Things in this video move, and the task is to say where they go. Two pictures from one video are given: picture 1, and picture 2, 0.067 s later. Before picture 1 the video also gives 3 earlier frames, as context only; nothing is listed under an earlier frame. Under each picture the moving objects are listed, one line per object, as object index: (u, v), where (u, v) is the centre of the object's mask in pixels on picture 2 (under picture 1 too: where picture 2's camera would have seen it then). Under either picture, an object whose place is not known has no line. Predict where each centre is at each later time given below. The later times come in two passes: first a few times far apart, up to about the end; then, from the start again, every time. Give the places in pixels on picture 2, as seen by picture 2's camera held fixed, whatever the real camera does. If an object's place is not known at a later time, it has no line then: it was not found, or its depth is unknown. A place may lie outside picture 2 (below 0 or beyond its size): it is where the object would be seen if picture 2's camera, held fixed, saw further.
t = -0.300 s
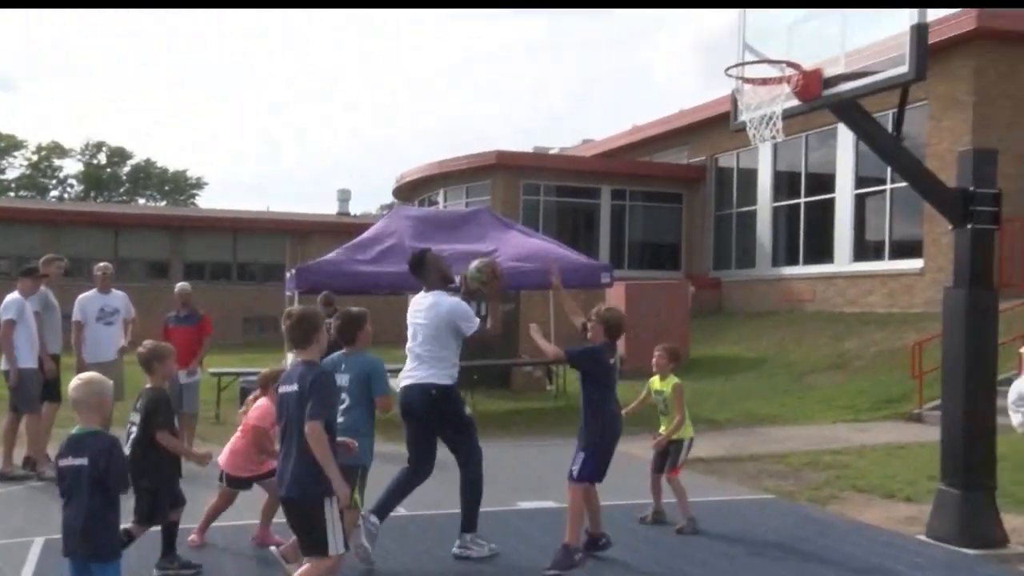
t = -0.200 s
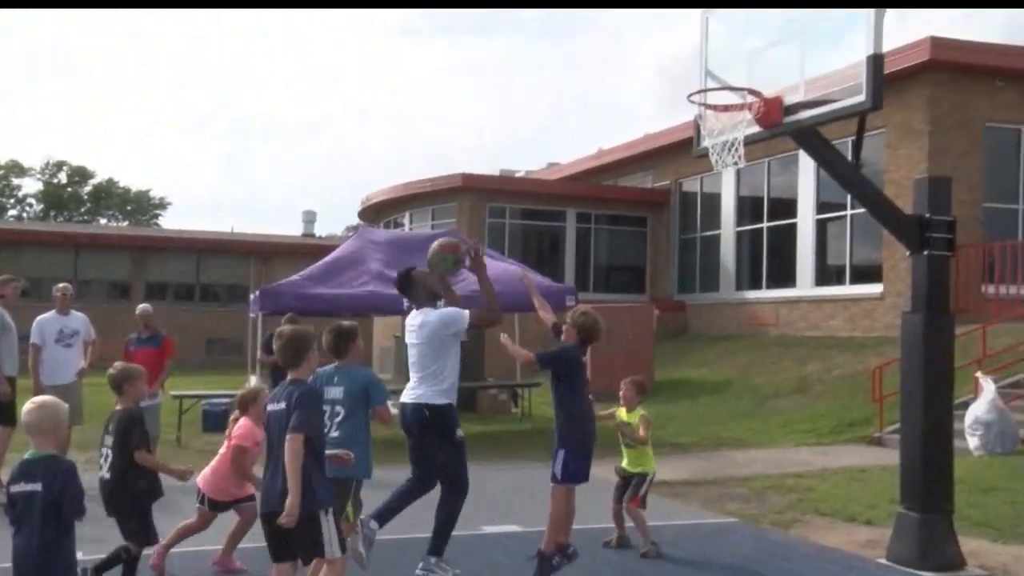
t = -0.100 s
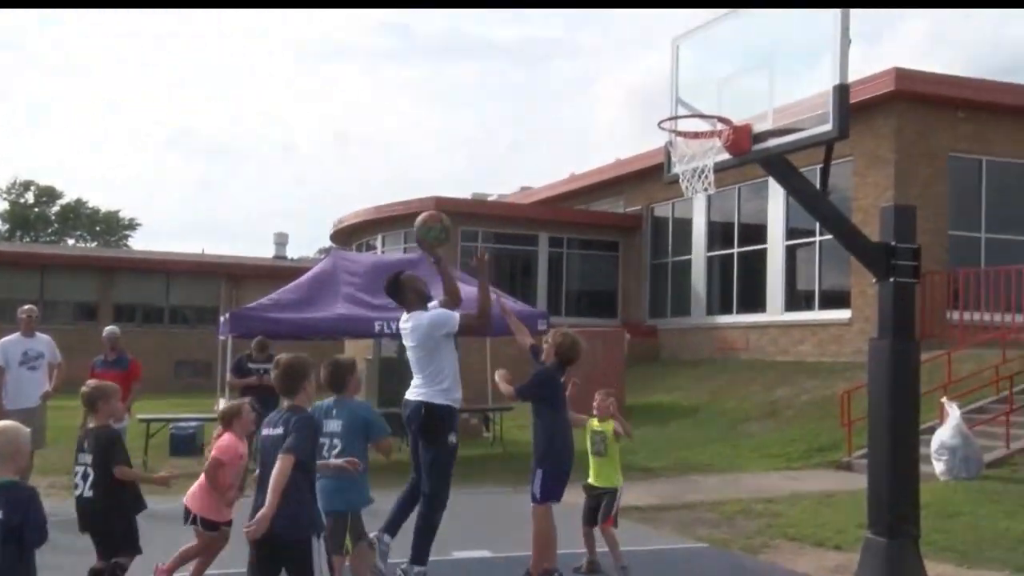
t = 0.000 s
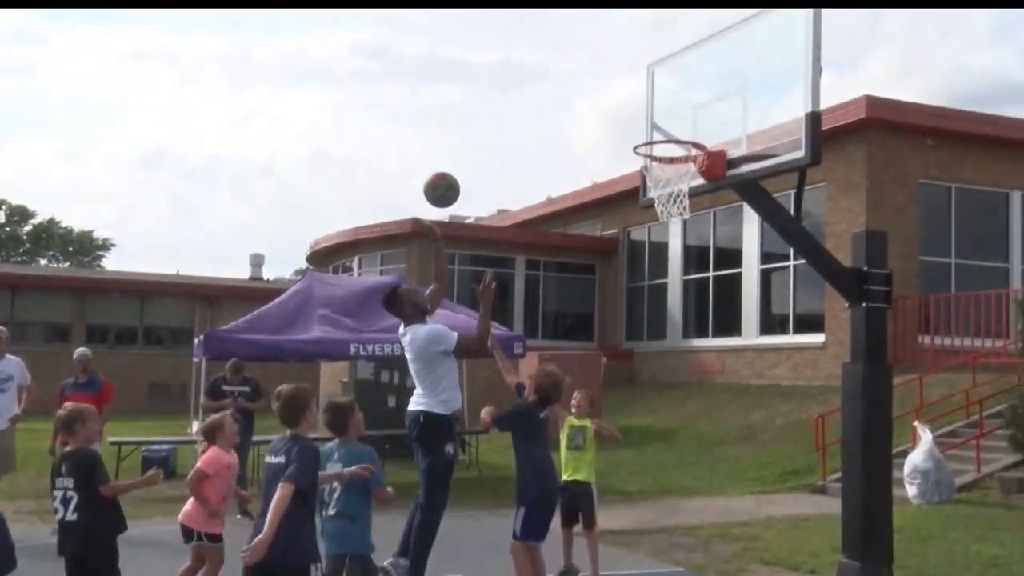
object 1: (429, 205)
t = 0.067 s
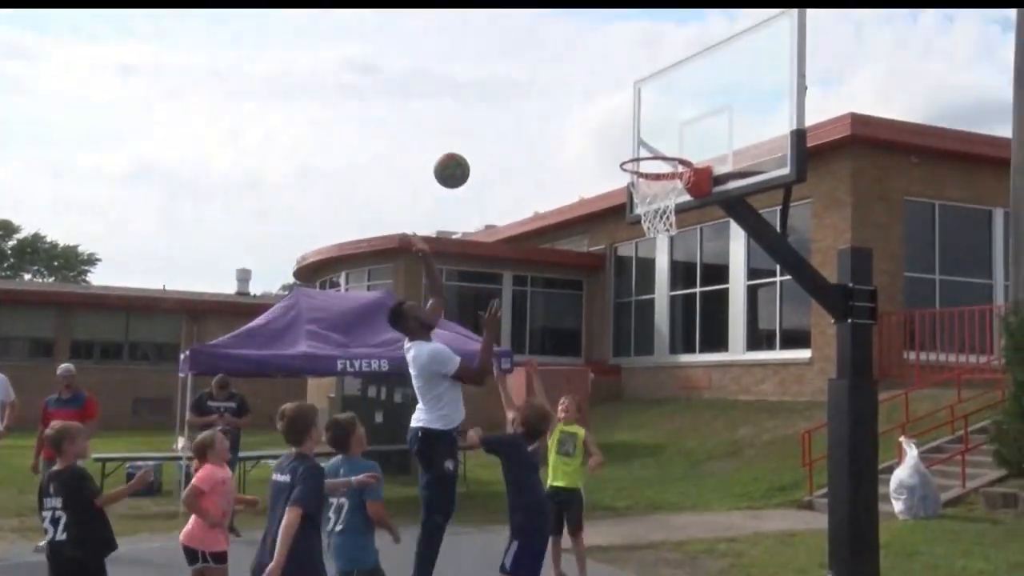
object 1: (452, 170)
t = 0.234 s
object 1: (506, 112)
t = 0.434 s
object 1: (569, 100)
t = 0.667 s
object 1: (640, 155)
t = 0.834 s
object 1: (678, 210)
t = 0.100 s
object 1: (463, 155)
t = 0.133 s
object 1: (474, 142)
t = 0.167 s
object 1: (484, 131)
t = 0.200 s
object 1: (495, 121)
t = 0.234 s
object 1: (506, 112)
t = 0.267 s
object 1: (517, 107)
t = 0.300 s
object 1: (527, 102)
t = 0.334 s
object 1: (538, 99)
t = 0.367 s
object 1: (548, 98)
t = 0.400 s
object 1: (559, 98)
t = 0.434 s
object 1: (569, 100)
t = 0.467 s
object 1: (579, 103)
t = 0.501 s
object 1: (590, 108)
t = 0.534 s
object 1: (600, 114)
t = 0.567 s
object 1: (610, 122)
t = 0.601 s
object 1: (620, 132)
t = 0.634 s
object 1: (630, 142)
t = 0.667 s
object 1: (640, 155)
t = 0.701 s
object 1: (650, 169)
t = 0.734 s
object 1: (660, 185)
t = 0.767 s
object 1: (670, 195)
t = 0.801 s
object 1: (676, 204)
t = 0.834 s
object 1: (678, 210)
